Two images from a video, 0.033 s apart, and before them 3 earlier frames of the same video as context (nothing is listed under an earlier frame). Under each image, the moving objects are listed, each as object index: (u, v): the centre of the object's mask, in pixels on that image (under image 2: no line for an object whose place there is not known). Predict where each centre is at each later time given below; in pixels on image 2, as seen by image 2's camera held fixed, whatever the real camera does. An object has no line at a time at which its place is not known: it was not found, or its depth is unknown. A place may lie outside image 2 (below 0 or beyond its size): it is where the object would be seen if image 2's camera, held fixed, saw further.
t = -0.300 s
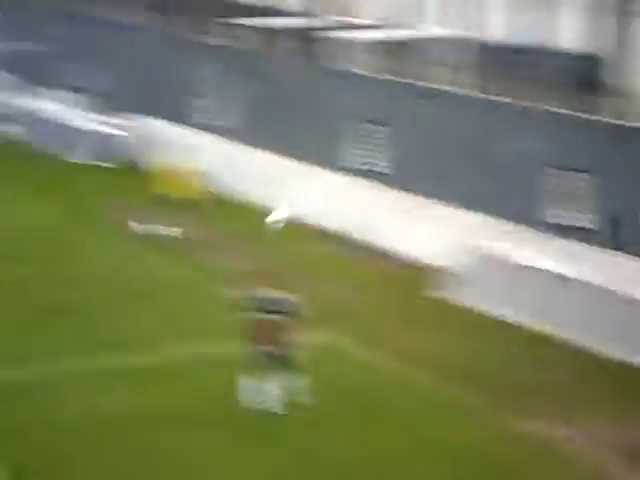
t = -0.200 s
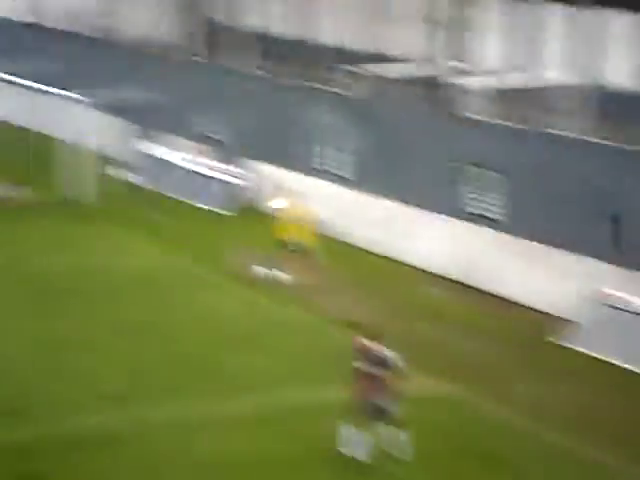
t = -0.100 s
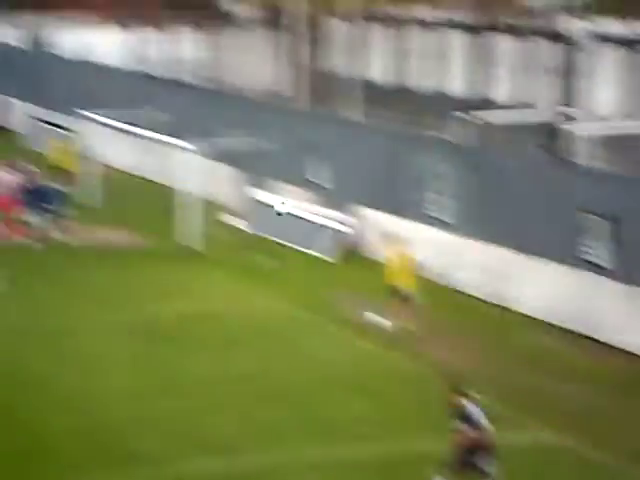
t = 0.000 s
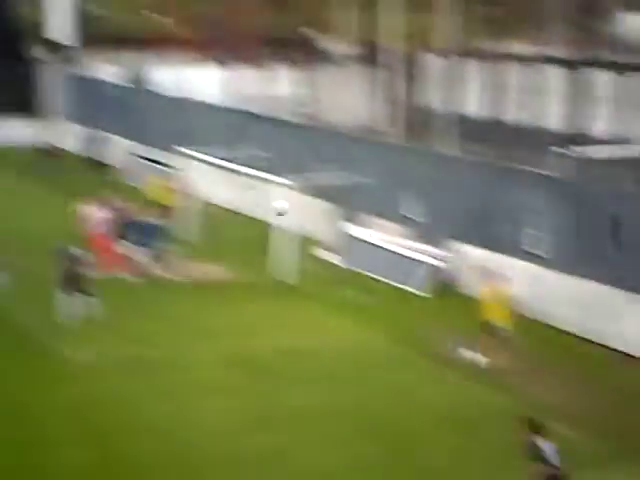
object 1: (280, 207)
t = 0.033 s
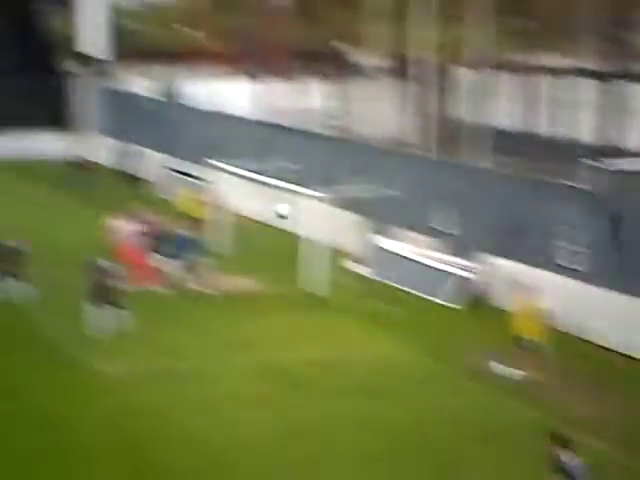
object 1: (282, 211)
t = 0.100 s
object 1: (225, 196)
